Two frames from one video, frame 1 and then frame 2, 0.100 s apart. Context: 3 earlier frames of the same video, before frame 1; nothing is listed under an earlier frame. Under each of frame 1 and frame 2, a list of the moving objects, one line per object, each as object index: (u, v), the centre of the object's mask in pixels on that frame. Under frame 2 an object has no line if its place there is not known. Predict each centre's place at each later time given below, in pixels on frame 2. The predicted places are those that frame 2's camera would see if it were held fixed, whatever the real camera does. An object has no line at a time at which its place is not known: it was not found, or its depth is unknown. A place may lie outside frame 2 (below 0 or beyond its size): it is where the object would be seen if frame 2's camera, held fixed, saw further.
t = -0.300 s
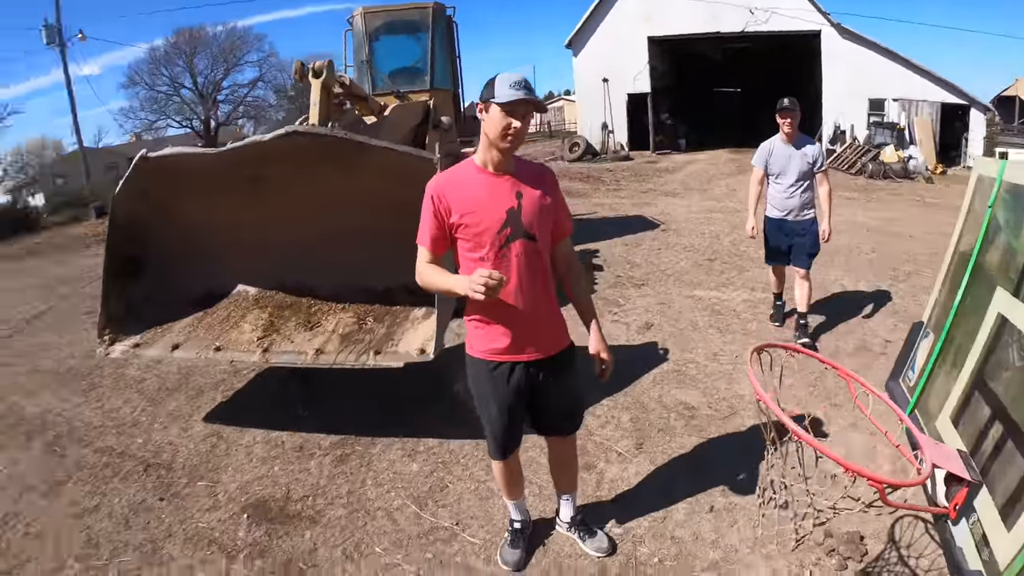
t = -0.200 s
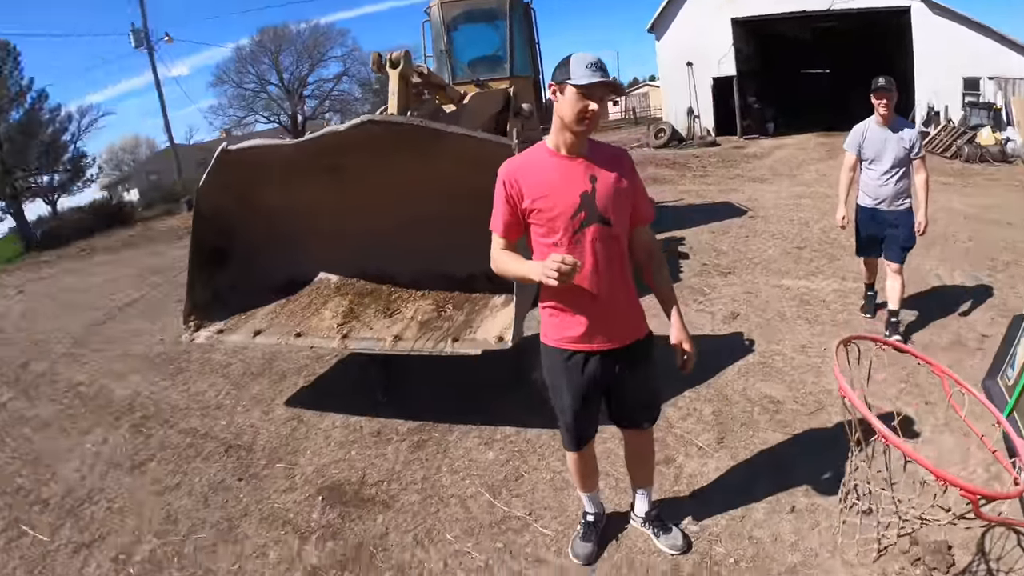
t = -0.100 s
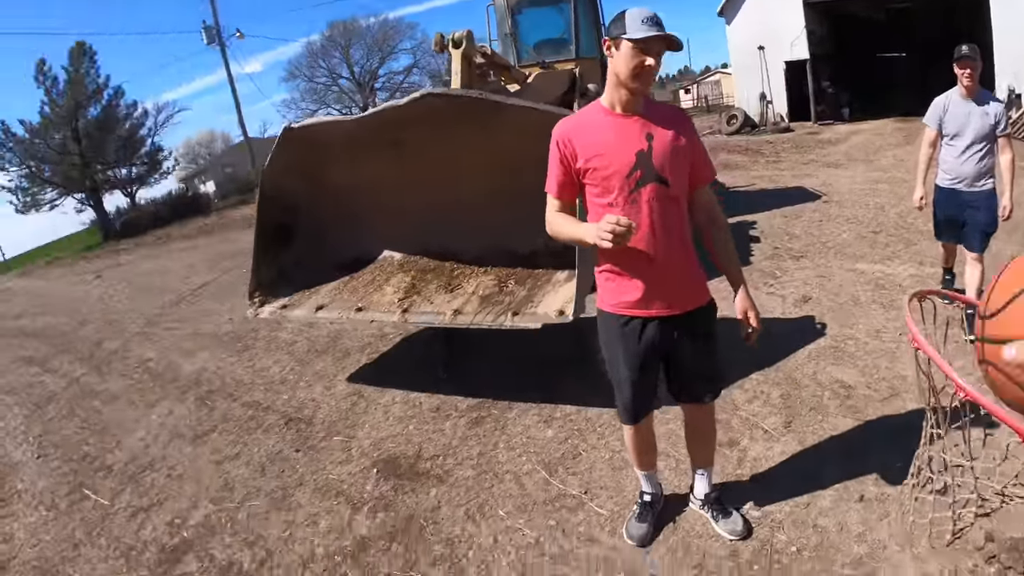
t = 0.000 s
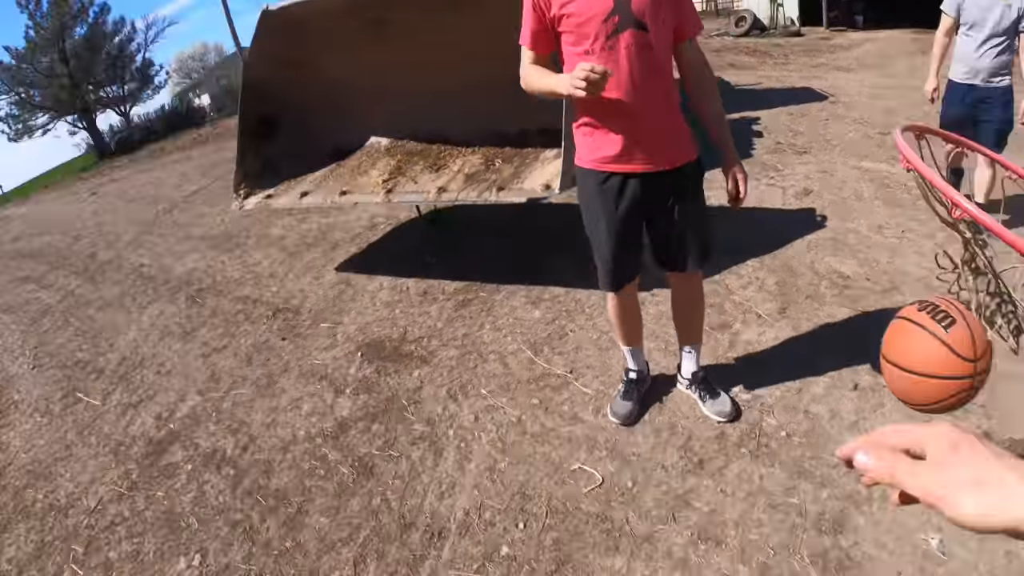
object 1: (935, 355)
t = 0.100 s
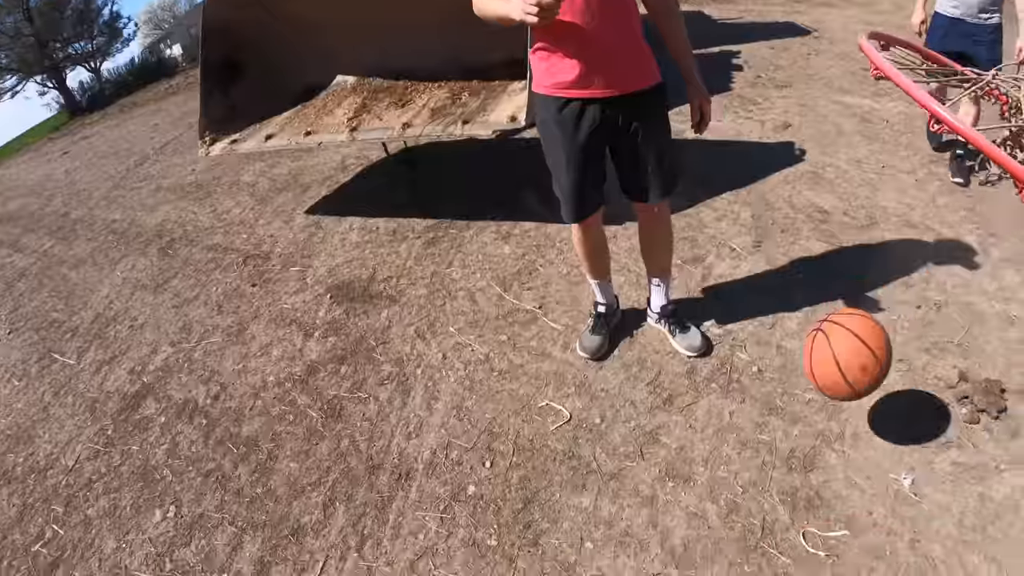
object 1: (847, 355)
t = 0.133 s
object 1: (831, 376)
